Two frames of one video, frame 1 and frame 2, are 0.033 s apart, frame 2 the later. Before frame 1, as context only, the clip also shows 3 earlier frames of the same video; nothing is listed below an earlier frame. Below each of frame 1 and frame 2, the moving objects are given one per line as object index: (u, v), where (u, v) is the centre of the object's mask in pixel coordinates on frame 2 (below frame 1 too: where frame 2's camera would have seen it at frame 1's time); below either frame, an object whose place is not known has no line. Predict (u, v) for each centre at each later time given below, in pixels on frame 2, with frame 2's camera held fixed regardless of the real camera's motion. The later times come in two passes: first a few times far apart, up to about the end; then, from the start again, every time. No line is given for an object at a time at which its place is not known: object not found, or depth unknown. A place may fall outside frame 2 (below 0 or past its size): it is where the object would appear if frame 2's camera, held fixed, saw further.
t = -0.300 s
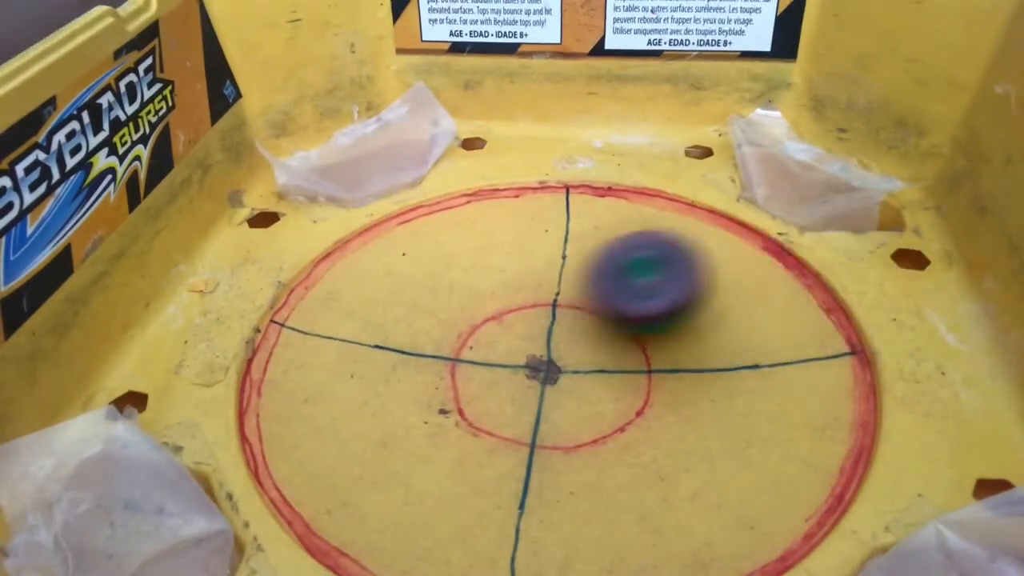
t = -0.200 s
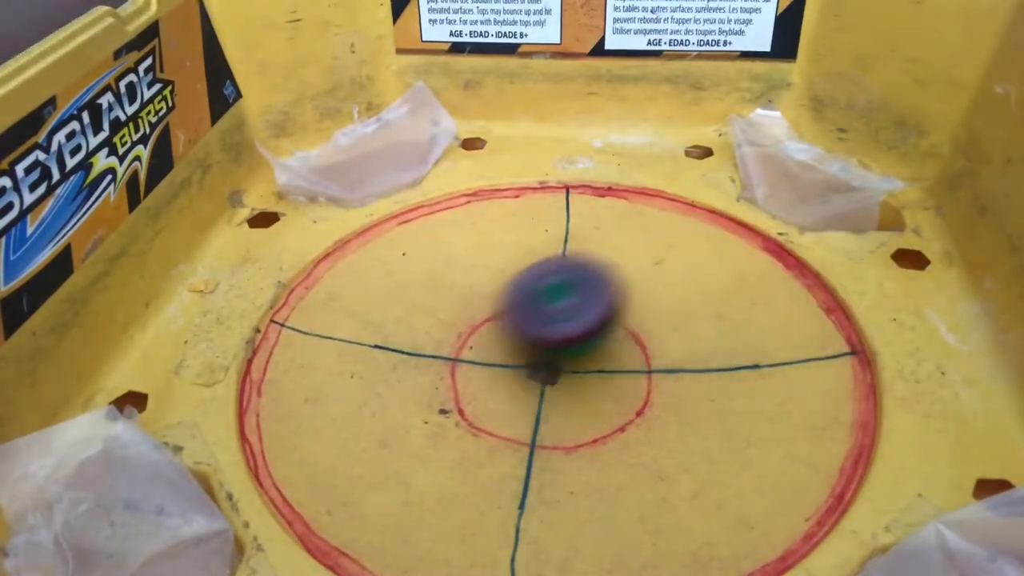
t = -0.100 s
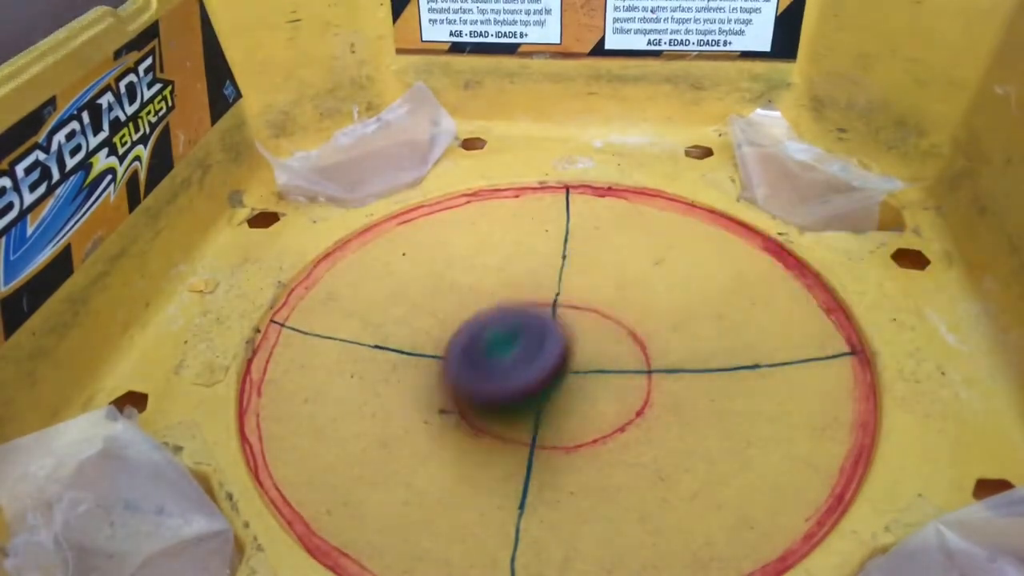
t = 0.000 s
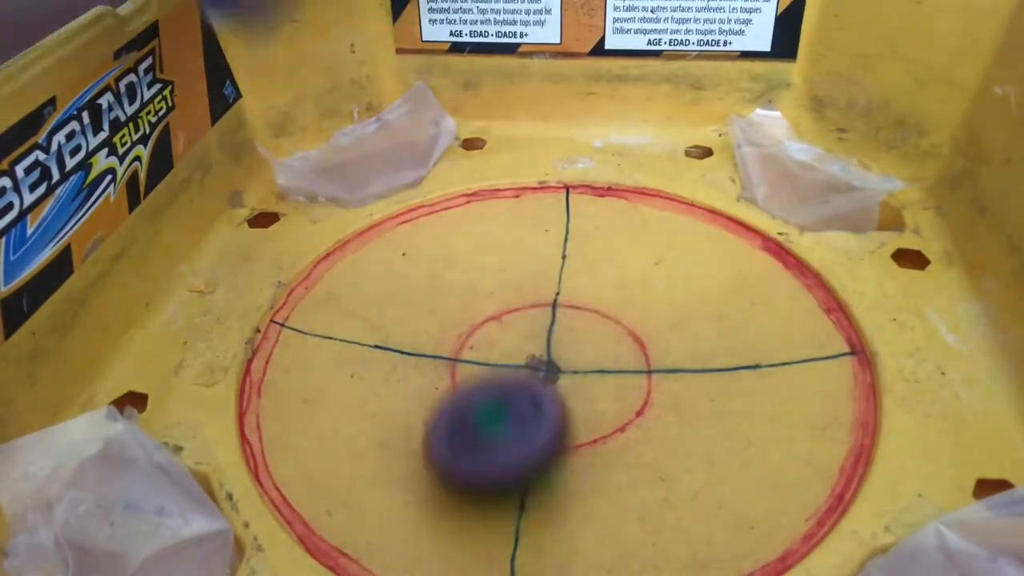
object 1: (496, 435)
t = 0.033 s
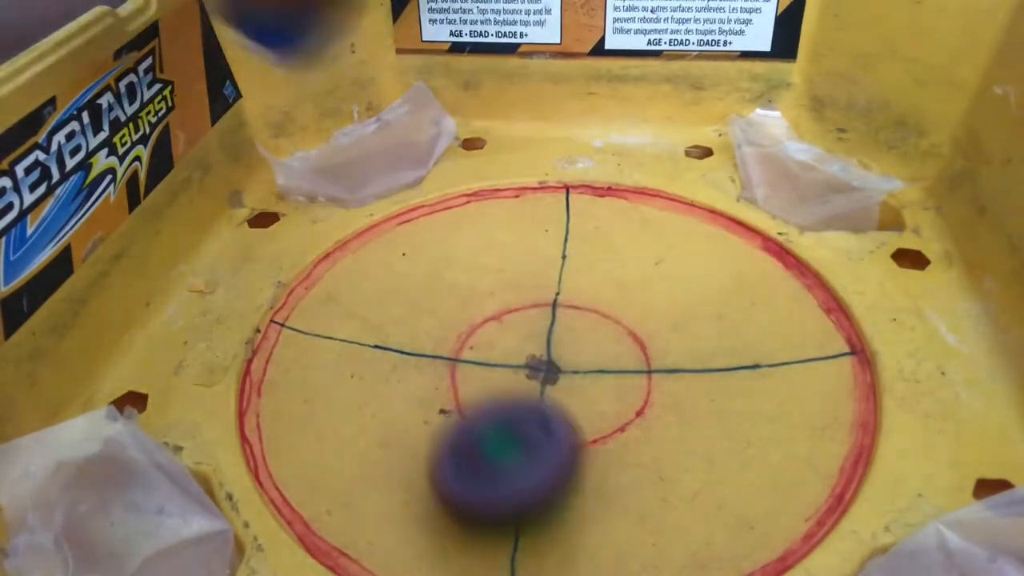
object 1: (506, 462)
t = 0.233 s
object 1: (693, 524)
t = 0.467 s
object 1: (758, 326)
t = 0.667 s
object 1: (716, 238)
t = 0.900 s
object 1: (481, 304)
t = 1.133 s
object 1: (395, 510)
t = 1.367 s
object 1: (769, 447)
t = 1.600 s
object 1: (590, 223)
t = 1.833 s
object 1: (291, 264)
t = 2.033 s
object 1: (383, 488)
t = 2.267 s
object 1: (734, 376)
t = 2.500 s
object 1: (528, 182)
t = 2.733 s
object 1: (215, 278)
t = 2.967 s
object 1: (254, 418)
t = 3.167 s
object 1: (591, 425)
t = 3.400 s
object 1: (671, 301)
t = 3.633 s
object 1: (549, 283)
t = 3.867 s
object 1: (554, 331)
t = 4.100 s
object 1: (559, 342)
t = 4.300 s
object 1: (521, 358)
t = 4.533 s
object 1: (577, 342)
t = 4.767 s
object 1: (596, 342)
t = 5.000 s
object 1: (554, 371)
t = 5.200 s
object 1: (517, 328)
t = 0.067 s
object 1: (522, 489)
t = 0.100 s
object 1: (547, 512)
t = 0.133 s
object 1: (580, 521)
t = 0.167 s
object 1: (617, 527)
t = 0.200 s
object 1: (658, 531)
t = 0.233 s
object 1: (693, 524)
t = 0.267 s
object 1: (720, 513)
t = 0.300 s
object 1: (743, 494)
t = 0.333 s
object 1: (758, 456)
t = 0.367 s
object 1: (769, 416)
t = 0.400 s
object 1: (773, 380)
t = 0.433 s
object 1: (769, 350)
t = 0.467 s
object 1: (758, 326)
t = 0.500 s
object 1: (738, 304)
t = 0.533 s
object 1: (713, 288)
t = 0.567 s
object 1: (706, 275)
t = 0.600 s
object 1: (719, 258)
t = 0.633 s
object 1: (723, 245)
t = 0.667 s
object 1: (716, 238)
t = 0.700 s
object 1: (701, 237)
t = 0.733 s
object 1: (678, 239)
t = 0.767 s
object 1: (648, 246)
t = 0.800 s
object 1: (610, 258)
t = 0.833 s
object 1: (569, 271)
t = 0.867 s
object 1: (526, 281)
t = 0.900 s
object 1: (481, 304)
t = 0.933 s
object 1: (452, 333)
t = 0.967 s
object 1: (421, 357)
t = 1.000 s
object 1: (397, 383)
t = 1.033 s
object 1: (380, 414)
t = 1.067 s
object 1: (374, 443)
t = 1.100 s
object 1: (377, 475)
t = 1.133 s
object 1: (395, 510)
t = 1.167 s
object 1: (429, 527)
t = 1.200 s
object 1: (487, 536)
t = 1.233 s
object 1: (559, 537)
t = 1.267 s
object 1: (628, 531)
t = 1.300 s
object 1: (688, 519)
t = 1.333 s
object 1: (739, 495)
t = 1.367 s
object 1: (769, 447)
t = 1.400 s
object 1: (776, 399)
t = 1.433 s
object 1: (767, 357)
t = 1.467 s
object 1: (745, 318)
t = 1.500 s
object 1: (715, 286)
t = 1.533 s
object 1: (677, 260)
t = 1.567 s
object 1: (639, 241)
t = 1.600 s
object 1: (590, 223)
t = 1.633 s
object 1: (546, 214)
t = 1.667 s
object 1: (496, 208)
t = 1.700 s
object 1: (449, 208)
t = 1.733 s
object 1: (403, 212)
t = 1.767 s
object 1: (357, 222)
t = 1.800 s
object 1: (314, 241)
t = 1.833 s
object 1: (291, 264)
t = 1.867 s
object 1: (277, 305)
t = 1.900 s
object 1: (273, 345)
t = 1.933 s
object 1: (278, 384)
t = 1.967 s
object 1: (300, 423)
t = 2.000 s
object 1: (335, 459)
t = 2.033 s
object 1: (383, 488)
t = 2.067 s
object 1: (439, 507)
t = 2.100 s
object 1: (511, 513)
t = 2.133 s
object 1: (580, 507)
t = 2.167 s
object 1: (635, 491)
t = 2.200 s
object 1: (683, 465)
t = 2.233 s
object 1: (718, 426)
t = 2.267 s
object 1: (734, 376)
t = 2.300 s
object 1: (734, 339)
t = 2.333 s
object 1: (727, 304)
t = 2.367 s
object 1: (703, 270)
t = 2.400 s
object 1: (677, 241)
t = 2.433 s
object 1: (647, 219)
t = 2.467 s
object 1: (595, 200)
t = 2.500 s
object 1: (528, 182)
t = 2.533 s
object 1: (454, 168)
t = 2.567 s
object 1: (403, 164)
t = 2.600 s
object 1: (353, 174)
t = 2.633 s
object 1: (319, 196)
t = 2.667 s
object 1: (280, 224)
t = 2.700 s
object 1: (243, 250)
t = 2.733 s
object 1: (215, 278)
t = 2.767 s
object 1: (192, 303)
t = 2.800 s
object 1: (175, 325)
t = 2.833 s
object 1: (168, 349)
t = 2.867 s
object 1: (171, 369)
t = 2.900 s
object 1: (188, 389)
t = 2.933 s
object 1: (215, 403)
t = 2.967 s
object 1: (254, 418)
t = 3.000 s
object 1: (302, 437)
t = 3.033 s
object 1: (356, 449)
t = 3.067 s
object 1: (416, 458)
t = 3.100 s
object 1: (478, 455)
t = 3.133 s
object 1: (538, 446)
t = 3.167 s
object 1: (591, 425)
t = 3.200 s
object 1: (637, 401)
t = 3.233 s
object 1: (667, 373)
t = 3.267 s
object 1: (686, 345)
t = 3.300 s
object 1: (695, 319)
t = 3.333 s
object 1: (692, 312)
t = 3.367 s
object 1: (683, 307)
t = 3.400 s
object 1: (671, 301)
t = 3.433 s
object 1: (657, 295)
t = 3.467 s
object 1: (638, 289)
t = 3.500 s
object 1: (617, 282)
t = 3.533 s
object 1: (595, 278)
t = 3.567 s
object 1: (577, 277)
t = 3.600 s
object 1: (562, 279)
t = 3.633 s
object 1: (549, 283)
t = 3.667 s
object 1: (540, 287)
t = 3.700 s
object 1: (534, 293)
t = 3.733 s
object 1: (530, 299)
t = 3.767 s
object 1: (530, 306)
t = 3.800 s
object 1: (533, 314)
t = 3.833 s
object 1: (540, 321)
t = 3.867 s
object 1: (554, 331)
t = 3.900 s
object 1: (556, 336)
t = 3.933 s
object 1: (555, 343)
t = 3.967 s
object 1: (555, 352)
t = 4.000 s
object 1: (556, 355)
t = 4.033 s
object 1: (556, 354)
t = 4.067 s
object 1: (558, 348)
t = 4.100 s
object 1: (559, 342)
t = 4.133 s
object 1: (557, 335)
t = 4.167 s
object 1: (550, 333)
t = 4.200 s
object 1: (533, 336)
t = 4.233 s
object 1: (524, 345)
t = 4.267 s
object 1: (521, 354)
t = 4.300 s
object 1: (521, 358)
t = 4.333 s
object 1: (526, 360)
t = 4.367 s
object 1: (536, 360)
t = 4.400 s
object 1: (546, 359)
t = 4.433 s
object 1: (557, 356)
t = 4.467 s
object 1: (565, 351)
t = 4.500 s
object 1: (572, 348)
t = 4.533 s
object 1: (577, 342)
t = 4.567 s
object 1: (581, 339)
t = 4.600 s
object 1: (584, 336)
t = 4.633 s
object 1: (588, 335)
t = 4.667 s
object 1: (590, 336)
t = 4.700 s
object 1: (592, 338)
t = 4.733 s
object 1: (595, 341)
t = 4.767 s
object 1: (596, 342)
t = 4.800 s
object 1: (591, 340)
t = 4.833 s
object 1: (580, 342)
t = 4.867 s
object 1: (571, 349)
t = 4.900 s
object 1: (566, 361)
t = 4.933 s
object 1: (565, 369)
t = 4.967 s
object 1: (562, 371)
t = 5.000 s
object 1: (554, 371)
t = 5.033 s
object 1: (537, 366)
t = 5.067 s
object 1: (527, 361)
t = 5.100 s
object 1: (523, 353)
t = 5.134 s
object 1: (522, 344)
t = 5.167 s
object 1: (523, 334)
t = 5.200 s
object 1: (517, 328)
